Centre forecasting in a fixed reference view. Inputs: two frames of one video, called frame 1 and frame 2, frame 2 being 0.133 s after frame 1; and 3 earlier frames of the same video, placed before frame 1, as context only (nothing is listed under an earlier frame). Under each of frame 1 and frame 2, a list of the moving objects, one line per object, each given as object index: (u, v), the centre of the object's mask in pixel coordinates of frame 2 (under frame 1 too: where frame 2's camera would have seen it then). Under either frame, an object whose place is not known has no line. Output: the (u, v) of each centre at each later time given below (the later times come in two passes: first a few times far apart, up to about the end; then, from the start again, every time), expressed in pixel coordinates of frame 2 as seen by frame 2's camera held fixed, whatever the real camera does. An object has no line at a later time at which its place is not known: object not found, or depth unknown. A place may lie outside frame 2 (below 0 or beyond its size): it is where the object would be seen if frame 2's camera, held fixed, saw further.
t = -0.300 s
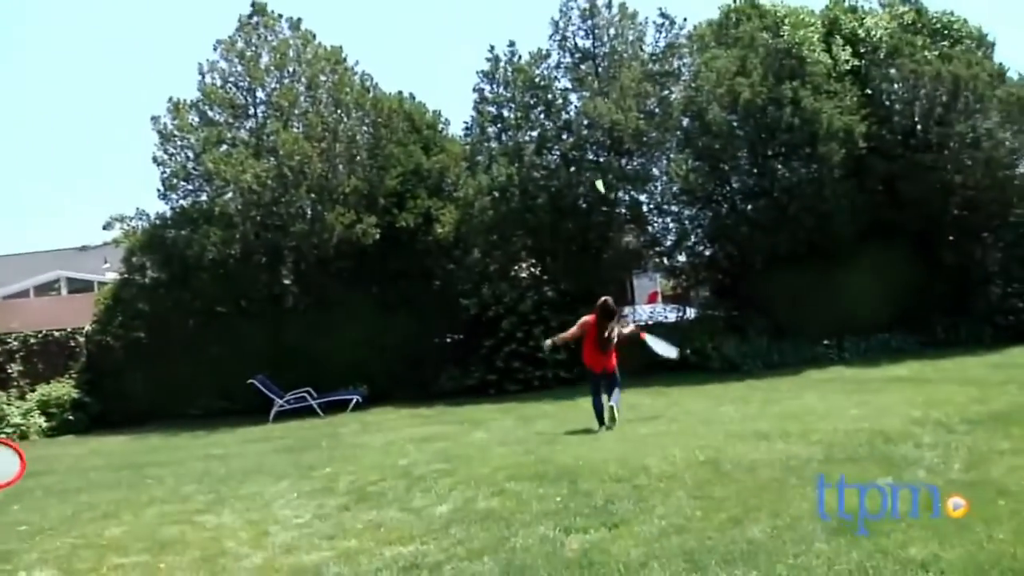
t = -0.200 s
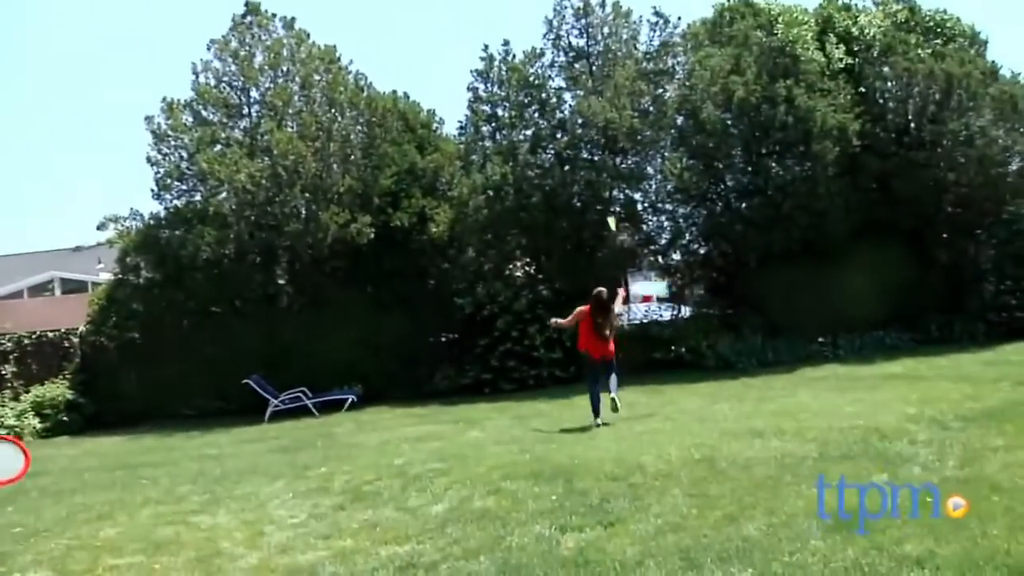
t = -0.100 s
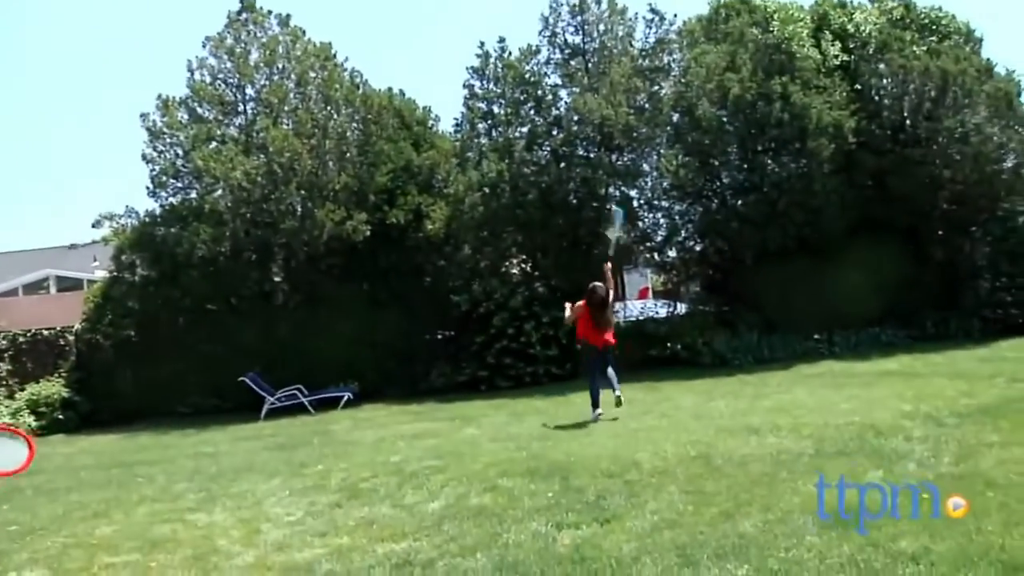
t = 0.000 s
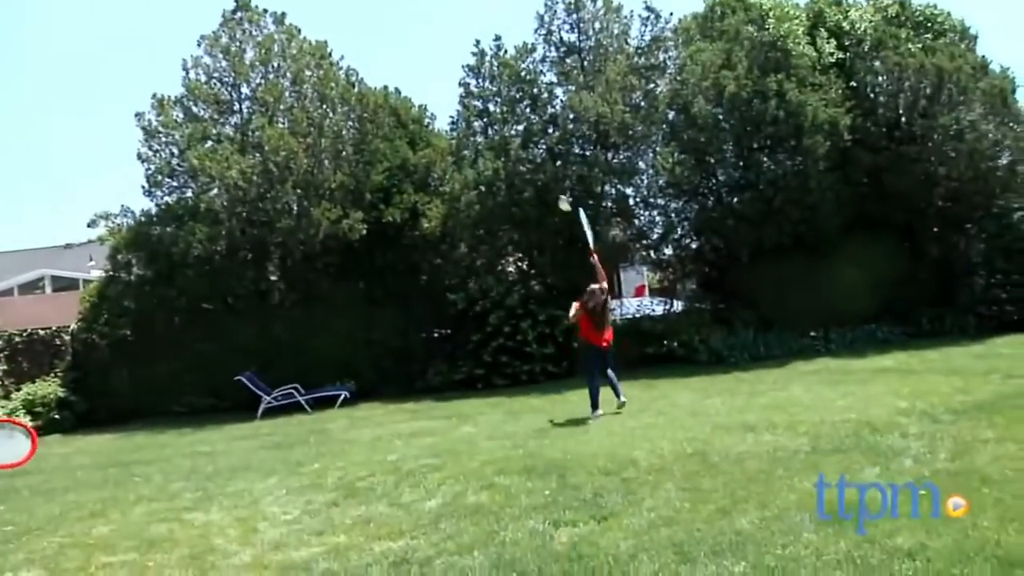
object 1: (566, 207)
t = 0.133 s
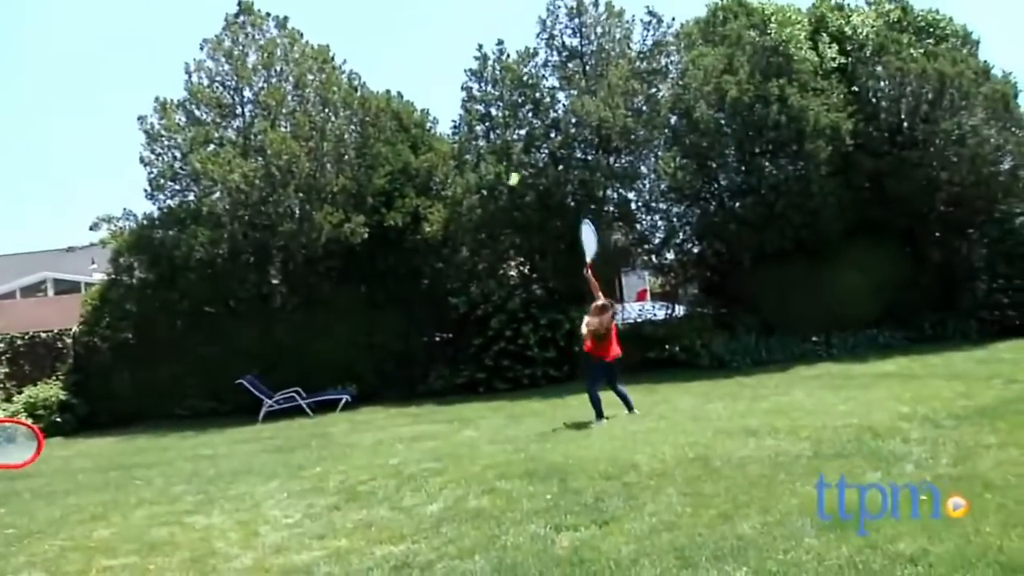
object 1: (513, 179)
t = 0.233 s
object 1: (477, 176)
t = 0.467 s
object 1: (396, 193)
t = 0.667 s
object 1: (336, 265)
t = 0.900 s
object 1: (266, 411)
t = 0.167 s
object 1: (502, 176)
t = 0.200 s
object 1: (489, 176)
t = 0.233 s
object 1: (477, 176)
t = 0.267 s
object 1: (465, 175)
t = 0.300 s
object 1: (453, 177)
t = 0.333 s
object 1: (440, 176)
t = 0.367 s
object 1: (428, 176)
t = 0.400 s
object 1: (416, 180)
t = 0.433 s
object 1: (406, 186)
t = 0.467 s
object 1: (396, 193)
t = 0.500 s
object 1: (387, 202)
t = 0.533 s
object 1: (377, 212)
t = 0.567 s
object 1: (367, 224)
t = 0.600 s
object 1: (357, 237)
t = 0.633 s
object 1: (346, 251)
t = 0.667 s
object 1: (336, 265)
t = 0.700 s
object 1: (324, 281)
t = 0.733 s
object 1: (312, 299)
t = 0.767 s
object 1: (301, 318)
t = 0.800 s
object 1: (291, 339)
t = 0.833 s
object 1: (282, 361)
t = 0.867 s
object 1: (274, 384)
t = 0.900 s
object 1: (266, 411)
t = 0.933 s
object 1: (259, 438)
